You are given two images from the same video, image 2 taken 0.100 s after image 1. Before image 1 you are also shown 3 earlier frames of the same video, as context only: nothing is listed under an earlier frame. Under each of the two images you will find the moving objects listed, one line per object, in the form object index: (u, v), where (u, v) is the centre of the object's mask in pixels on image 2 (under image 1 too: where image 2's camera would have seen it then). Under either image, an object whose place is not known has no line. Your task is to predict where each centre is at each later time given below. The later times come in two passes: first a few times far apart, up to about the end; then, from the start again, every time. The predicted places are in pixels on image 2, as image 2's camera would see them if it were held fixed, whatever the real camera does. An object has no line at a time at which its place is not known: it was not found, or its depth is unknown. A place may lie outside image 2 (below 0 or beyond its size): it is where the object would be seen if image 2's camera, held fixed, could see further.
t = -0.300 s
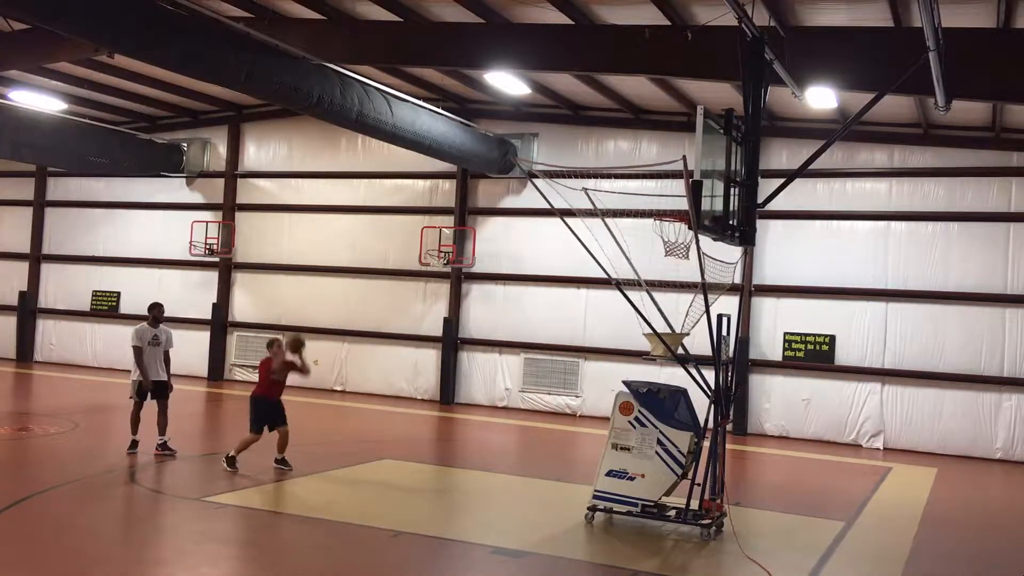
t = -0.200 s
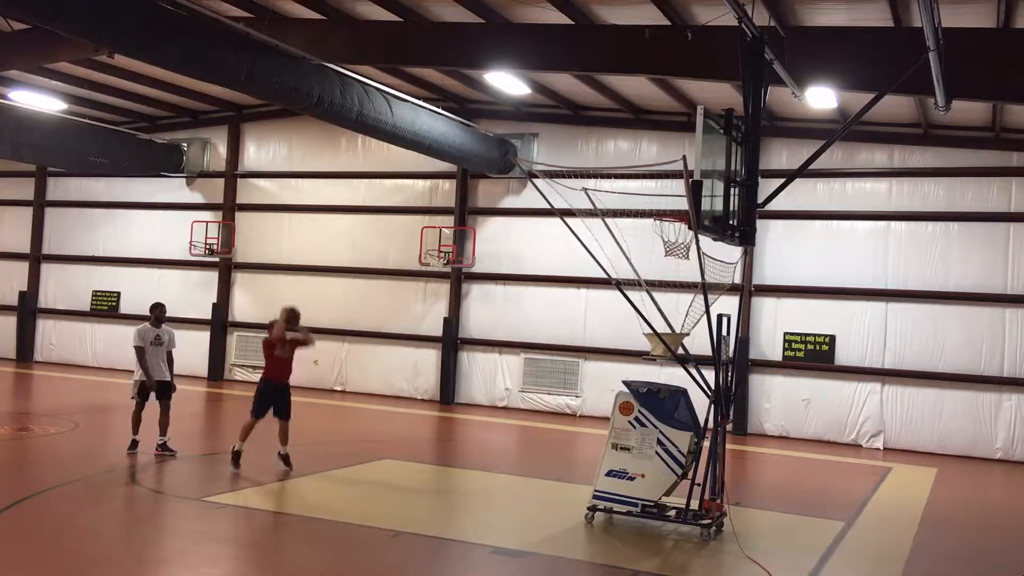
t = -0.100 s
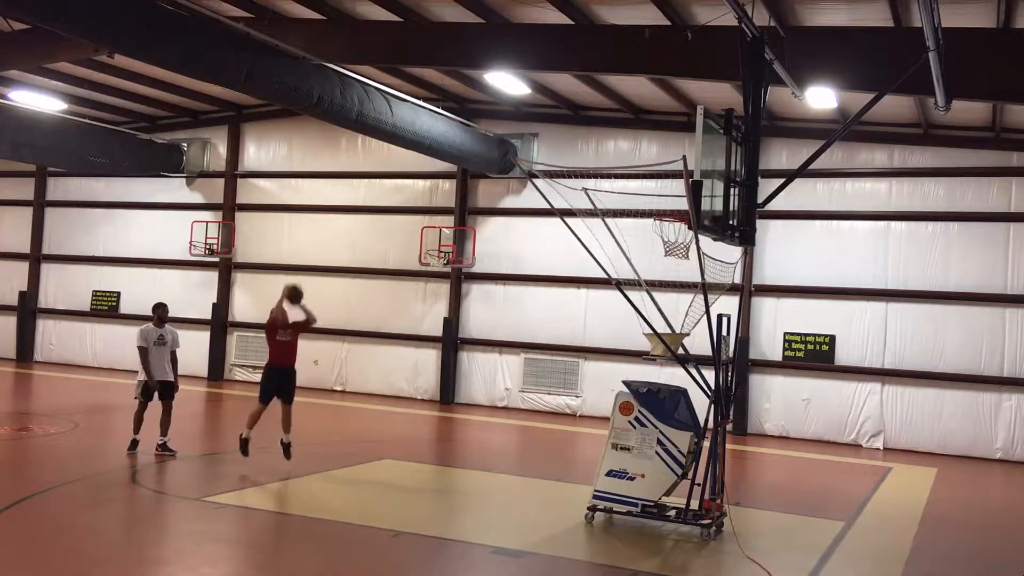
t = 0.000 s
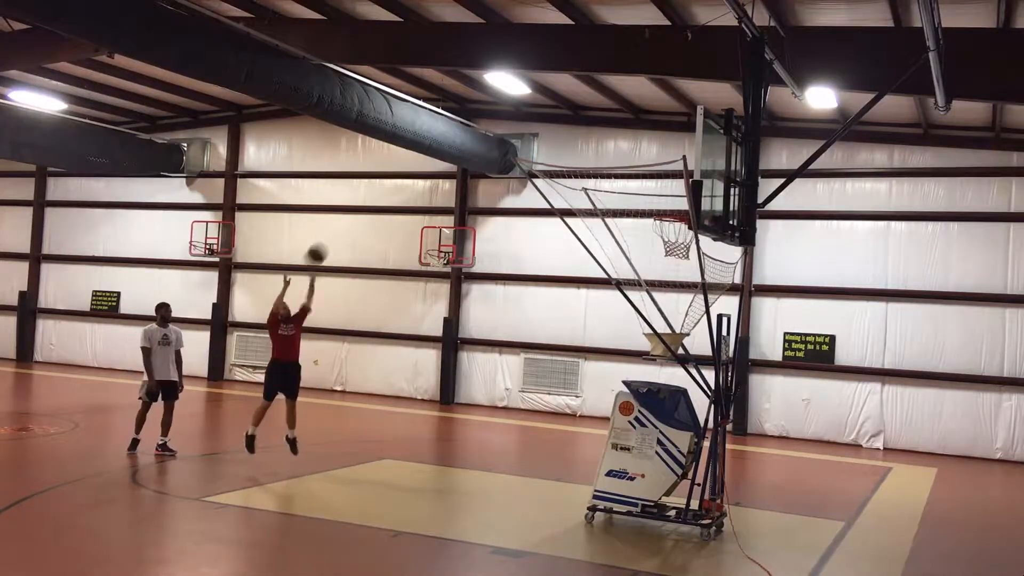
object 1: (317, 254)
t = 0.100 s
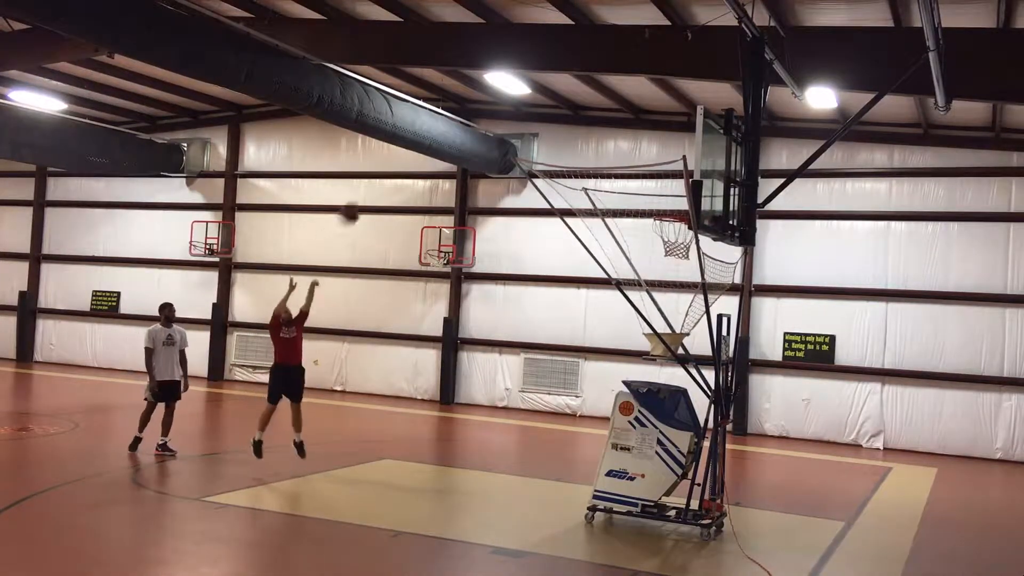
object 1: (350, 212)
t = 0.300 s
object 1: (418, 156)
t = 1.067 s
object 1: (689, 237)
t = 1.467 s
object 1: (686, 320)
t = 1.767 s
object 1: (672, 304)
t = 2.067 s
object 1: (674, 327)
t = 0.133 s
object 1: (361, 200)
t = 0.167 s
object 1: (372, 190)
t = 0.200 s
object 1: (384, 178)
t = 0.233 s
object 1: (395, 169)
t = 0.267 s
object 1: (407, 161)
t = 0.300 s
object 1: (418, 156)
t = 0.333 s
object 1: (430, 144)
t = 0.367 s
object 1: (441, 139)
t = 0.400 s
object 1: (453, 134)
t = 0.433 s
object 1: (466, 130)
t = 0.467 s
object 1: (478, 126)
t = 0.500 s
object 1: (488, 124)
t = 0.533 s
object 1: (501, 125)
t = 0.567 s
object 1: (513, 125)
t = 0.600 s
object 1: (524, 124)
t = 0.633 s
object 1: (535, 125)
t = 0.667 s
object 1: (548, 127)
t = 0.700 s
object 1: (559, 130)
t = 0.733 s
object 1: (572, 134)
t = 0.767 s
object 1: (584, 139)
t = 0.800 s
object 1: (596, 145)
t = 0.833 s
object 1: (609, 153)
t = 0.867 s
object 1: (621, 160)
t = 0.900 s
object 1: (633, 170)
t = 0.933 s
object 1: (646, 183)
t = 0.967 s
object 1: (658, 195)
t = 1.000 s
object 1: (671, 208)
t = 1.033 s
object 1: (681, 225)
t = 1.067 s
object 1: (689, 237)
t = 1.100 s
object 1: (695, 243)
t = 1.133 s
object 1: (697, 246)
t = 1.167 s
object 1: (696, 249)
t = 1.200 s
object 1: (696, 253)
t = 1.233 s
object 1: (695, 259)
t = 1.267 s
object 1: (695, 265)
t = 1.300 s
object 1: (694, 274)
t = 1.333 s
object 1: (692, 281)
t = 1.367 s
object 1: (693, 292)
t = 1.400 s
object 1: (692, 303)
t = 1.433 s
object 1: (690, 313)
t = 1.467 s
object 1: (686, 320)
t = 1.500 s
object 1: (680, 325)
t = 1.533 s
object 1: (674, 326)
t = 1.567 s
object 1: (668, 326)
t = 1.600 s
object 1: (668, 321)
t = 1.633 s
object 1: (669, 315)
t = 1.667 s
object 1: (670, 311)
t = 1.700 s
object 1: (671, 307)
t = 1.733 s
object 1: (671, 305)
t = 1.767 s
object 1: (672, 304)
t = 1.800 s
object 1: (672, 304)
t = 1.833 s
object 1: (673, 304)
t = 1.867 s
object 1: (672, 306)
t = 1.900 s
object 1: (672, 309)
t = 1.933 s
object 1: (673, 314)
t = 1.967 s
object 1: (673, 319)
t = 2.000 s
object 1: (674, 323)
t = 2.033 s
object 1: (674, 326)
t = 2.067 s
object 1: (674, 327)
